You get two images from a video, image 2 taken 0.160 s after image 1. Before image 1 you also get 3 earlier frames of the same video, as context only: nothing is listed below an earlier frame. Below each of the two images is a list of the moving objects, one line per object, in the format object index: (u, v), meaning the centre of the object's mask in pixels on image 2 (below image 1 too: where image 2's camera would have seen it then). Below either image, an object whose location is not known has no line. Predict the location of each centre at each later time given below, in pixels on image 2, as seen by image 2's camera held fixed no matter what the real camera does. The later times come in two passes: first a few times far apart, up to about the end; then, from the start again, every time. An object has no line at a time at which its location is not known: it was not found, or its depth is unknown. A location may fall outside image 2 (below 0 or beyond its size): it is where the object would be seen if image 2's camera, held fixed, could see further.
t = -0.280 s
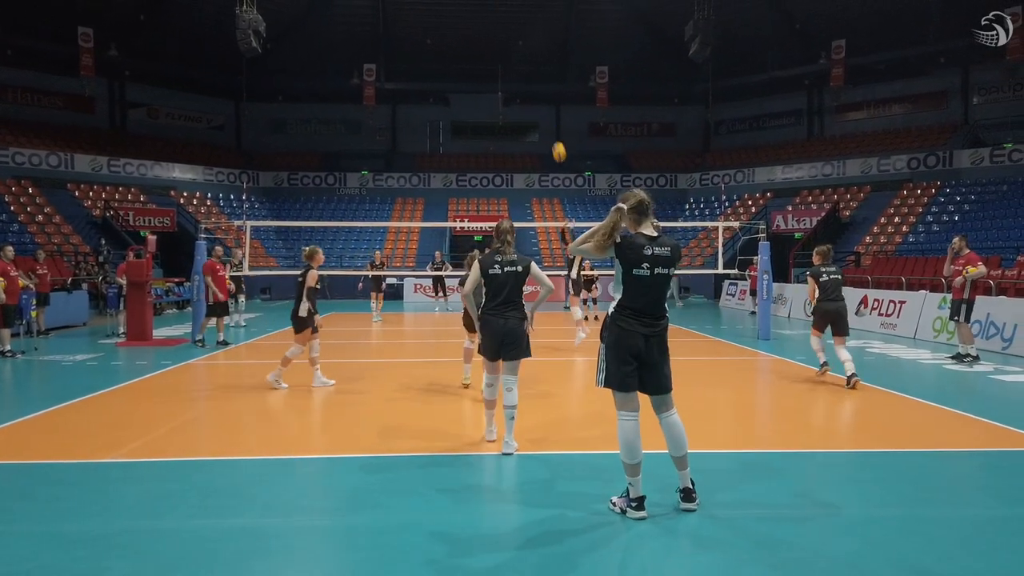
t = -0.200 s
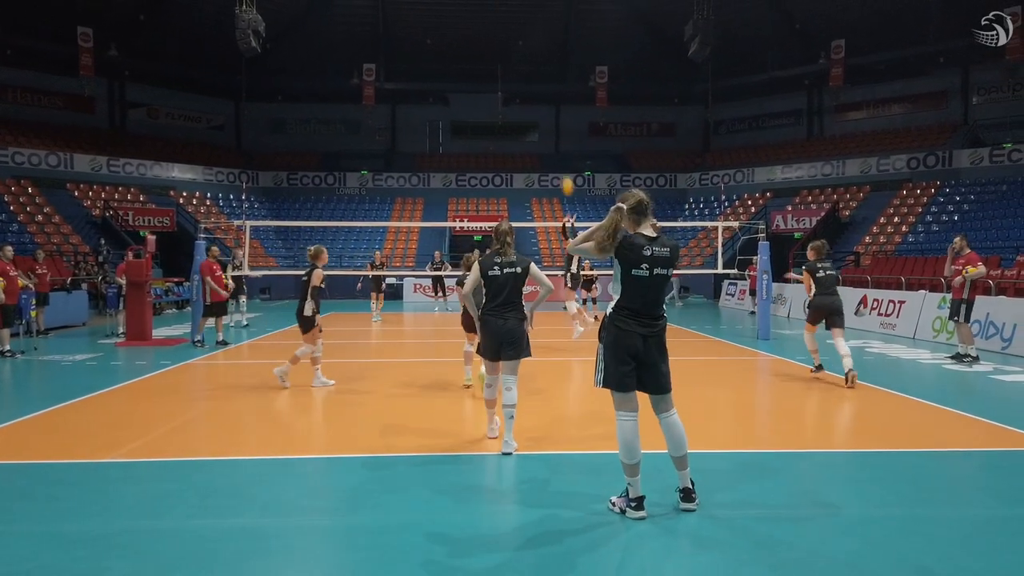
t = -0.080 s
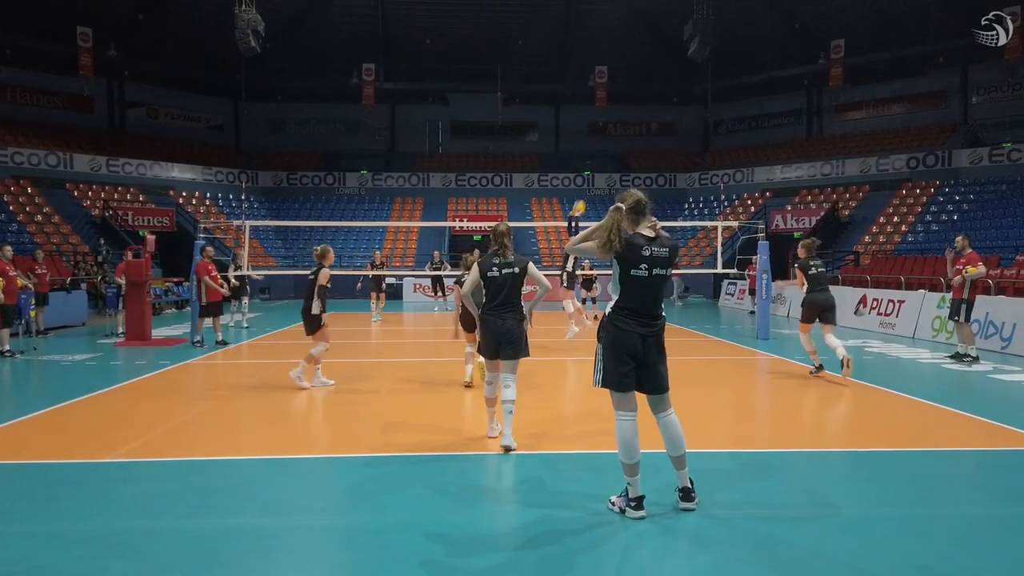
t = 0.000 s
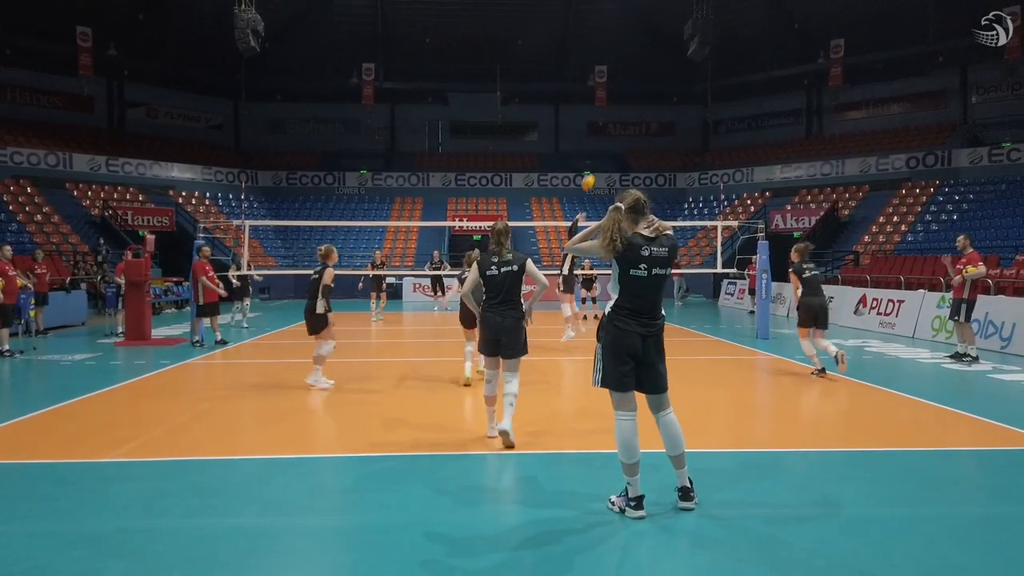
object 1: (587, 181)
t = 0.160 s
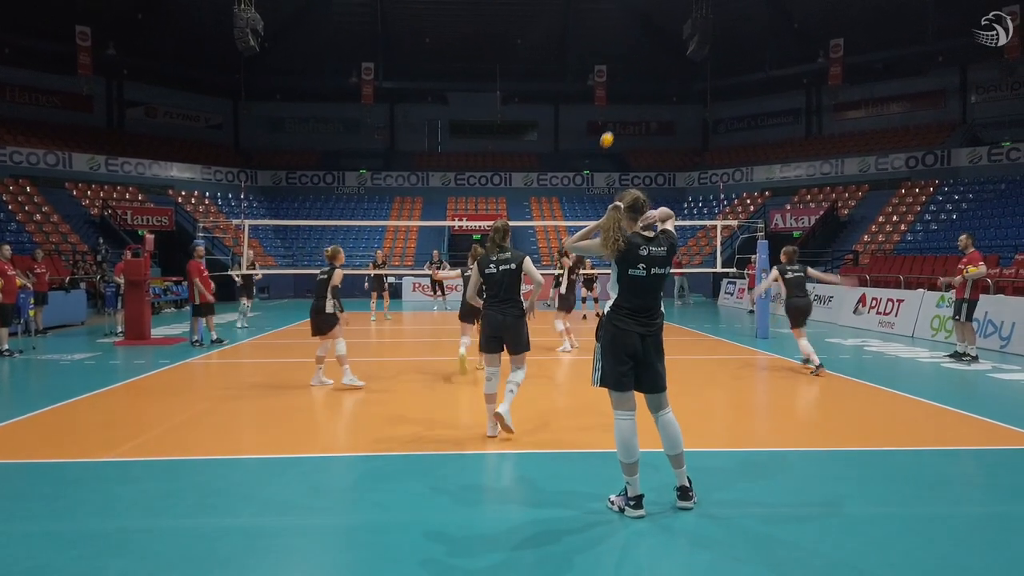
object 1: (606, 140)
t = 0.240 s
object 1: (616, 124)
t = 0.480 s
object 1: (644, 100)
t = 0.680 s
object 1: (667, 106)
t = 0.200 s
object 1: (611, 131)
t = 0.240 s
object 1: (616, 124)
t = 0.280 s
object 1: (621, 118)
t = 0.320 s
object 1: (625, 112)
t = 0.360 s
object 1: (630, 108)
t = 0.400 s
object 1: (635, 104)
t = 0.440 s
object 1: (639, 102)
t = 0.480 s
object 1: (644, 100)
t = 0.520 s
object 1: (648, 99)
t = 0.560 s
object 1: (653, 100)
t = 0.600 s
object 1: (658, 101)
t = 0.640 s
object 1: (662, 103)
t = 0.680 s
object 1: (667, 106)
